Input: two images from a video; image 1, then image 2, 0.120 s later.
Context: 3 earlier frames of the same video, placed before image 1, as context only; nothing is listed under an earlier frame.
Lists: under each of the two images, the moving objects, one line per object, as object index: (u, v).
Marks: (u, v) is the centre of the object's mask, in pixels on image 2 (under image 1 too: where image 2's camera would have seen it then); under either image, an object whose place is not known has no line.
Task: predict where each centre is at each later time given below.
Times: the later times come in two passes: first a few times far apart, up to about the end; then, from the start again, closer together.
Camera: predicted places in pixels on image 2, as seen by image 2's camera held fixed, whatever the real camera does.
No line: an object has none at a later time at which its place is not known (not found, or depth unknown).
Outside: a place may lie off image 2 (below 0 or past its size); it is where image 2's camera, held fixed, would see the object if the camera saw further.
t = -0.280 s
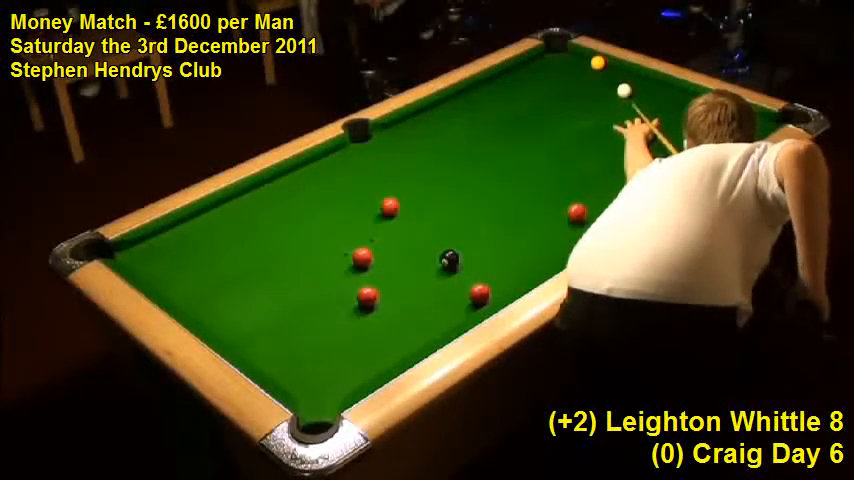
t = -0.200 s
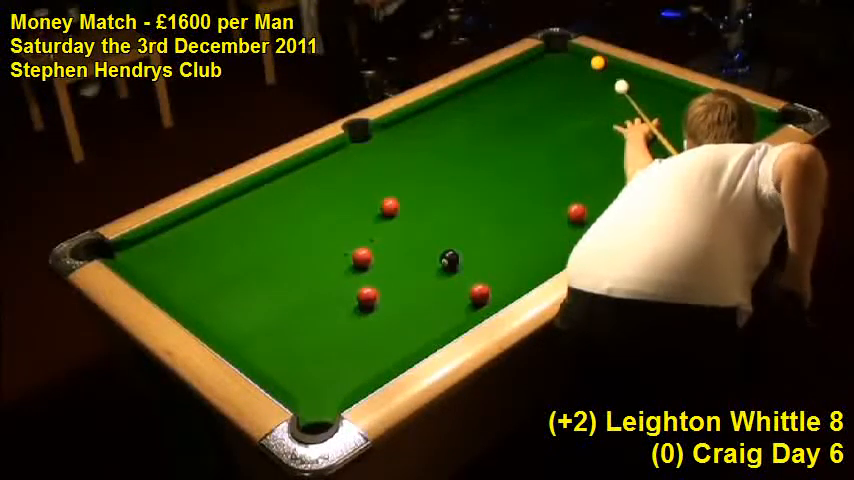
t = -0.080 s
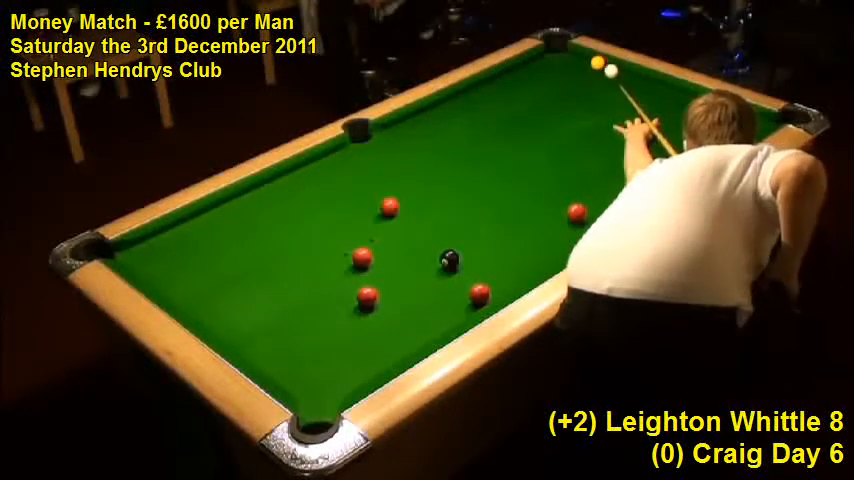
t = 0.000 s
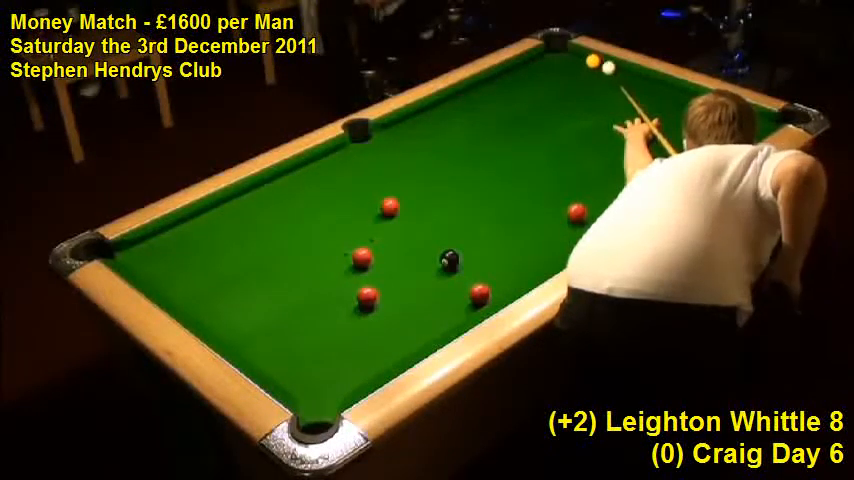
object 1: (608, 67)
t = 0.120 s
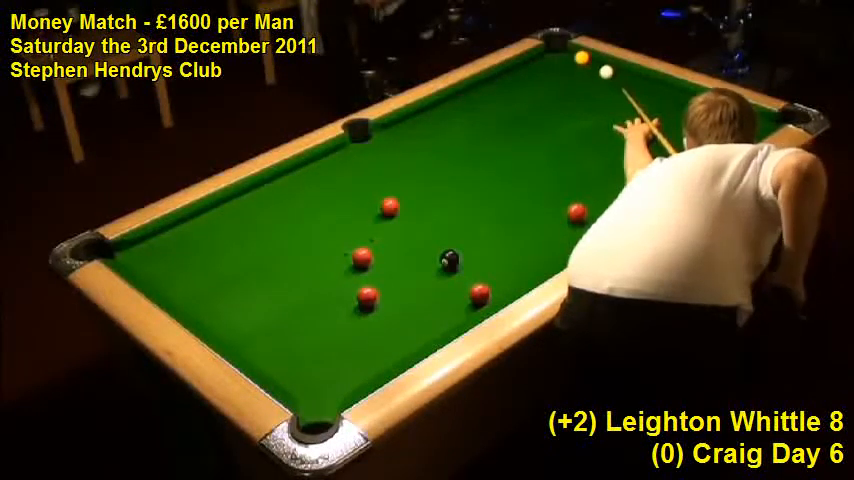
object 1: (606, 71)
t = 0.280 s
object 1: (602, 77)
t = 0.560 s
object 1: (597, 85)
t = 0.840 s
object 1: (592, 93)
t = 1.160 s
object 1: (586, 102)
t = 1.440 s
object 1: (582, 109)
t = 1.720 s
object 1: (578, 114)
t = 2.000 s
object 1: (575, 119)
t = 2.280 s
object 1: (572, 123)
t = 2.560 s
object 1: (569, 126)
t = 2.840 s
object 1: (568, 127)
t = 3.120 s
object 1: (568, 128)
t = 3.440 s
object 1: (568, 128)
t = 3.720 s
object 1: (568, 129)
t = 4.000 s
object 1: (568, 129)
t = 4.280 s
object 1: (568, 129)
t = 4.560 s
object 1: (568, 129)
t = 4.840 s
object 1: (568, 129)
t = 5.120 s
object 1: (568, 129)
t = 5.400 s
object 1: (568, 129)
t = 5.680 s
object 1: (568, 129)
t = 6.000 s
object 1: (568, 129)
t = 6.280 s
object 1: (568, 129)
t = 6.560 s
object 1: (568, 129)
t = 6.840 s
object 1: (568, 129)
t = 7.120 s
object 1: (568, 129)
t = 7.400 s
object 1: (568, 129)
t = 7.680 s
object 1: (568, 129)
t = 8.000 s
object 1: (568, 129)
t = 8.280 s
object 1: (568, 129)
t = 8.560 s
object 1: (568, 129)
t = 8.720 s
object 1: (568, 128)
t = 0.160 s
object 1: (605, 73)
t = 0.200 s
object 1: (604, 74)
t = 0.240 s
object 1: (603, 75)
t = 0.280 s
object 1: (602, 77)
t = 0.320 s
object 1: (602, 78)
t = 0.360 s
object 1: (601, 79)
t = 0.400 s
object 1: (600, 80)
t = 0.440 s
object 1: (599, 82)
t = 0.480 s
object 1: (599, 83)
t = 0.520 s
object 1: (598, 84)
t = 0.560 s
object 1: (597, 85)
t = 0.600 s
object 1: (596, 87)
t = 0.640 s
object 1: (596, 88)
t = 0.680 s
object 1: (595, 89)
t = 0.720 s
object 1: (594, 90)
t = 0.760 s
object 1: (594, 91)
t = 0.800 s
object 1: (593, 92)
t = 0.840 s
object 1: (592, 93)
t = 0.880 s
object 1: (591, 94)
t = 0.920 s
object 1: (590, 95)
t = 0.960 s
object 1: (590, 97)
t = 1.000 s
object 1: (589, 98)
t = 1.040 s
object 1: (588, 99)
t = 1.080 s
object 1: (588, 100)
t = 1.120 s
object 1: (587, 101)
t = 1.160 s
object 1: (586, 102)
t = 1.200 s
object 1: (586, 103)
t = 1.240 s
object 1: (585, 104)
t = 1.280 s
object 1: (584, 105)
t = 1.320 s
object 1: (583, 106)
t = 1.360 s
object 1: (583, 107)
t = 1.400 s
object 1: (583, 108)
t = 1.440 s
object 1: (582, 109)
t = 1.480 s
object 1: (581, 109)
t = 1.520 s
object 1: (580, 110)
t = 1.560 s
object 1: (580, 111)
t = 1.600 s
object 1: (580, 112)
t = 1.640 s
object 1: (579, 112)
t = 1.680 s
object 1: (579, 113)
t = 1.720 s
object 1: (578, 114)
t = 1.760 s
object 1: (577, 115)
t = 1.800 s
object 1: (577, 115)
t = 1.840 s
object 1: (577, 116)
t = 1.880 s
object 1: (576, 117)
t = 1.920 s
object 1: (575, 118)
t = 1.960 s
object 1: (575, 118)
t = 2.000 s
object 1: (575, 119)
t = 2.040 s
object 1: (574, 119)
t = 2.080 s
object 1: (574, 120)
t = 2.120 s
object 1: (573, 121)
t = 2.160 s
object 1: (573, 121)
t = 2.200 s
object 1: (572, 121)
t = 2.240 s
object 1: (572, 122)
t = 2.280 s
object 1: (572, 123)
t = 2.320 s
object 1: (571, 123)
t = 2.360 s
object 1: (571, 124)
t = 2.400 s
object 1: (571, 124)
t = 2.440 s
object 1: (571, 124)
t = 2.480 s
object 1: (570, 125)
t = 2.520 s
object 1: (570, 125)
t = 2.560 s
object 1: (569, 126)
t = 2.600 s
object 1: (569, 126)
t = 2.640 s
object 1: (569, 126)
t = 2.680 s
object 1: (569, 126)
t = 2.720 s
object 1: (569, 127)
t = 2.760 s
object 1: (569, 127)
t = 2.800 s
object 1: (569, 127)
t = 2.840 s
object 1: (568, 127)
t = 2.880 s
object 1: (568, 127)
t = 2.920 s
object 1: (568, 128)
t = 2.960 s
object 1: (568, 128)
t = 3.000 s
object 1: (568, 128)
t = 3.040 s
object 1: (568, 128)
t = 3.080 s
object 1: (568, 128)
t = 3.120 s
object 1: (568, 128)
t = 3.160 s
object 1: (568, 128)
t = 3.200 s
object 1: (568, 128)
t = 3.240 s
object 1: (568, 128)
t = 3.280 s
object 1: (568, 128)
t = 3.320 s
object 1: (568, 128)
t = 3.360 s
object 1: (568, 128)
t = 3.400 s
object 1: (568, 128)
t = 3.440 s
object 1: (568, 128)
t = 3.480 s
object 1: (568, 129)
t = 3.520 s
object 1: (568, 129)
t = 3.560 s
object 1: (568, 129)
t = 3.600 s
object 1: (568, 129)
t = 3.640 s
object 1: (568, 129)
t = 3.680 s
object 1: (568, 129)
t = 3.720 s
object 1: (568, 129)
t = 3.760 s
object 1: (568, 129)
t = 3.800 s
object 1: (568, 129)
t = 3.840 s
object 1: (568, 129)
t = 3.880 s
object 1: (568, 129)
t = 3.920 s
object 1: (568, 129)
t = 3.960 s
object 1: (568, 129)
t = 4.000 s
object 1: (568, 129)
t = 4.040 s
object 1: (568, 129)
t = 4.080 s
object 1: (568, 129)
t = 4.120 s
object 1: (568, 129)
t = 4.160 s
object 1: (568, 129)
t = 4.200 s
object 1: (568, 129)
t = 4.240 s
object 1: (568, 129)
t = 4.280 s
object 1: (568, 129)
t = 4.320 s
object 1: (568, 129)
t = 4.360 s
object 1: (568, 129)
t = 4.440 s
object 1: (568, 129)
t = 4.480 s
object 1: (568, 129)
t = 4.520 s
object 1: (568, 129)
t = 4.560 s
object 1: (568, 129)
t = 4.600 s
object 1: (568, 129)
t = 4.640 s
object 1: (568, 129)
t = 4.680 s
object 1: (568, 129)
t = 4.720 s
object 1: (568, 129)
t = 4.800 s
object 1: (568, 129)
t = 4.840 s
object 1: (568, 129)
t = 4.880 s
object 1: (568, 129)
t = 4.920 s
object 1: (568, 129)
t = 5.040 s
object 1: (568, 129)
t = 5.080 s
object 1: (568, 129)
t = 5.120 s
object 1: (568, 129)
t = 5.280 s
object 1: (568, 129)
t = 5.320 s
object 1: (568, 129)
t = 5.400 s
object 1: (568, 129)
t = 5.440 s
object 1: (568, 129)
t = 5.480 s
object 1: (568, 129)
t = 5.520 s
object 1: (568, 129)
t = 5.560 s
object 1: (568, 129)
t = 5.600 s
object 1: (568, 129)
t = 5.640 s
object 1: (568, 129)
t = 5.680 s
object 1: (568, 129)
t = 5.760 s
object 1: (568, 129)
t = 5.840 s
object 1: (568, 129)
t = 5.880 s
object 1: (568, 129)
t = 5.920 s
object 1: (568, 129)
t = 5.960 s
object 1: (568, 129)
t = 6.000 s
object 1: (568, 129)
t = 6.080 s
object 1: (568, 129)
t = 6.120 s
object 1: (568, 129)
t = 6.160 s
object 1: (568, 129)
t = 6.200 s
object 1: (568, 129)
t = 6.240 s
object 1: (568, 129)
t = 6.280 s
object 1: (568, 129)
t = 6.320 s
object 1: (568, 129)
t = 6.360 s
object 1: (568, 129)
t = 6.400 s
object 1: (568, 129)
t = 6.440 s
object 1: (568, 129)
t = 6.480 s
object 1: (568, 129)
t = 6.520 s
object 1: (568, 129)
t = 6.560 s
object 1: (568, 129)
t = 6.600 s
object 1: (568, 129)
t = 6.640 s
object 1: (568, 129)
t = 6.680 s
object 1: (568, 129)
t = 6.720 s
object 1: (568, 129)
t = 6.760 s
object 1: (568, 129)
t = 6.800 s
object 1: (568, 129)
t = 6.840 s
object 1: (568, 129)
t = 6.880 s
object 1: (568, 129)
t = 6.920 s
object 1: (568, 129)
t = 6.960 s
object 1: (568, 129)
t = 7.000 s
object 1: (568, 129)
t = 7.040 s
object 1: (568, 129)
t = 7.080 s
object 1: (568, 129)
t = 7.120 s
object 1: (568, 129)
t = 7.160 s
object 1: (568, 129)
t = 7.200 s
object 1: (568, 129)
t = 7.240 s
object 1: (568, 129)
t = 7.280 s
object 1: (568, 129)
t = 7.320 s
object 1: (568, 129)
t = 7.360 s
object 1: (568, 129)
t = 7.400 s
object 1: (568, 129)
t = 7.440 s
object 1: (568, 129)
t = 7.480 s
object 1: (568, 129)
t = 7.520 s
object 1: (568, 129)
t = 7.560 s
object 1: (568, 129)
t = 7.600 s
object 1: (568, 129)
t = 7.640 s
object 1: (568, 129)
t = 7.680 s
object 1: (568, 129)
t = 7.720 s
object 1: (568, 129)
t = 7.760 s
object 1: (568, 129)
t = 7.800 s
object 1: (568, 129)
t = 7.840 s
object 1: (568, 129)
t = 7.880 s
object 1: (568, 129)
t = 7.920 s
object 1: (568, 129)
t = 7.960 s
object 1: (568, 129)
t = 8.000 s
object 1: (568, 129)
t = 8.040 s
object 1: (568, 129)
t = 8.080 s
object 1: (568, 129)
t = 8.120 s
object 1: (568, 129)
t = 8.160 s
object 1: (568, 129)
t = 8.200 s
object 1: (568, 129)
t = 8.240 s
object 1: (568, 129)
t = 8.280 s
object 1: (568, 129)
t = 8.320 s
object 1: (568, 129)
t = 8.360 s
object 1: (568, 129)
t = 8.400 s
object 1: (568, 129)
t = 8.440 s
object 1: (568, 129)
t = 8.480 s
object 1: (568, 129)
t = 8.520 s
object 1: (568, 129)
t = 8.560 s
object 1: (568, 129)
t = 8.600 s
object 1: (568, 128)
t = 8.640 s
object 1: (568, 128)
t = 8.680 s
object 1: (568, 128)
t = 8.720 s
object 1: (568, 128)
